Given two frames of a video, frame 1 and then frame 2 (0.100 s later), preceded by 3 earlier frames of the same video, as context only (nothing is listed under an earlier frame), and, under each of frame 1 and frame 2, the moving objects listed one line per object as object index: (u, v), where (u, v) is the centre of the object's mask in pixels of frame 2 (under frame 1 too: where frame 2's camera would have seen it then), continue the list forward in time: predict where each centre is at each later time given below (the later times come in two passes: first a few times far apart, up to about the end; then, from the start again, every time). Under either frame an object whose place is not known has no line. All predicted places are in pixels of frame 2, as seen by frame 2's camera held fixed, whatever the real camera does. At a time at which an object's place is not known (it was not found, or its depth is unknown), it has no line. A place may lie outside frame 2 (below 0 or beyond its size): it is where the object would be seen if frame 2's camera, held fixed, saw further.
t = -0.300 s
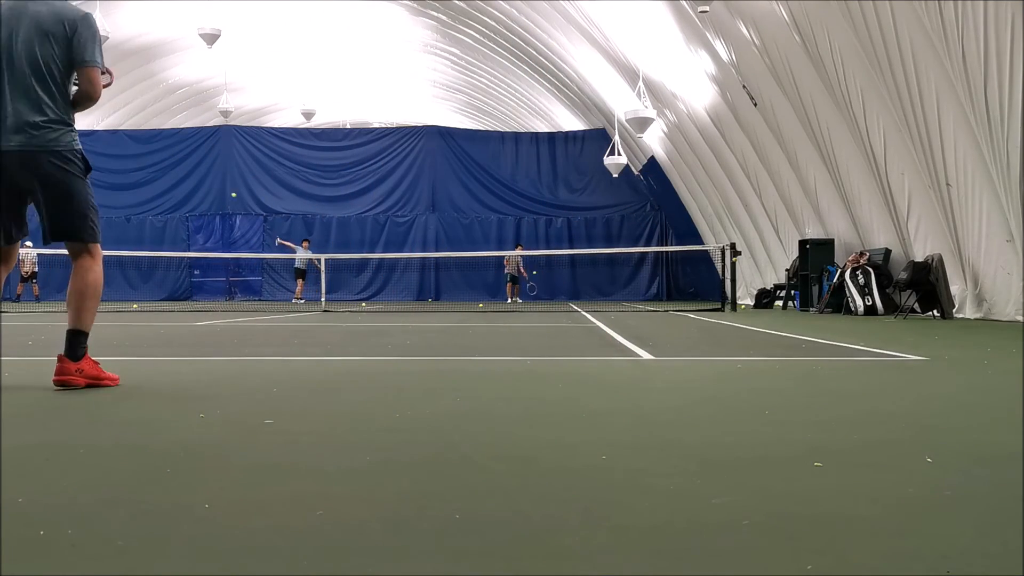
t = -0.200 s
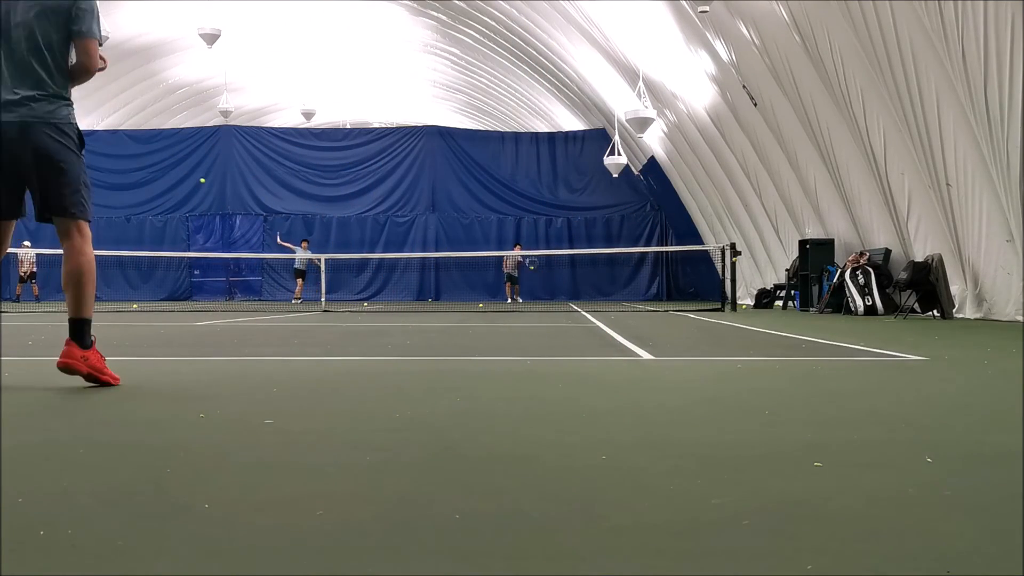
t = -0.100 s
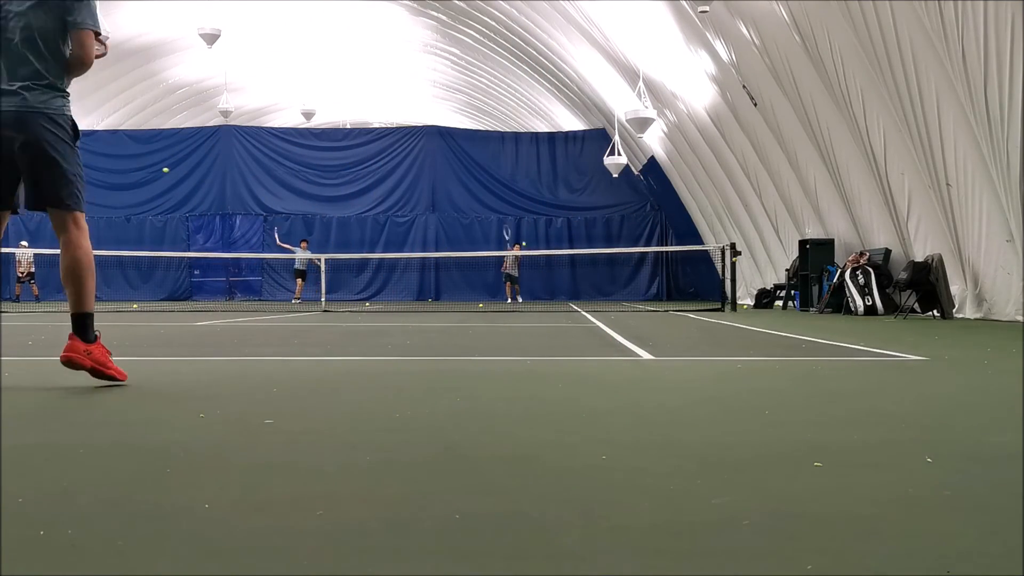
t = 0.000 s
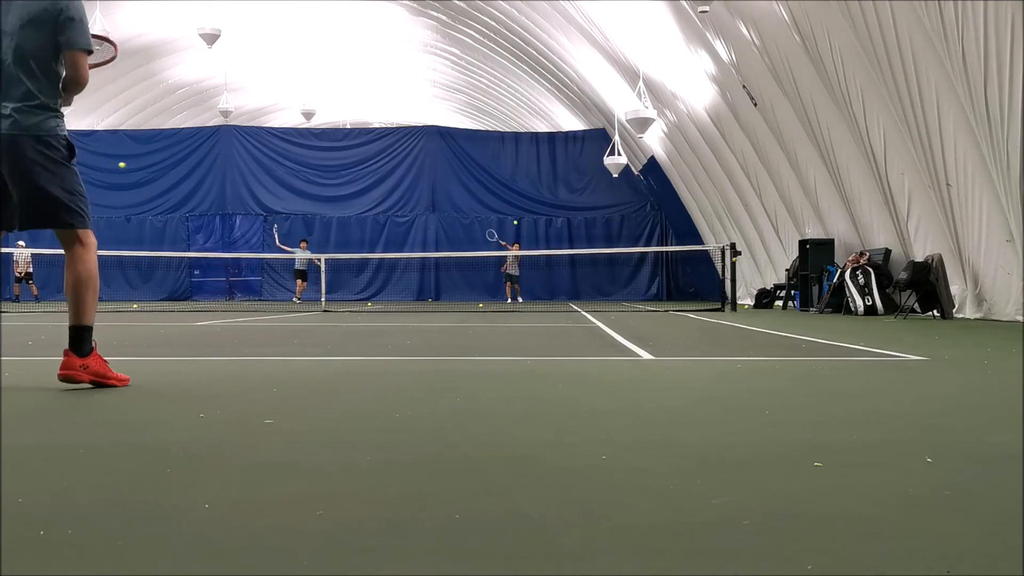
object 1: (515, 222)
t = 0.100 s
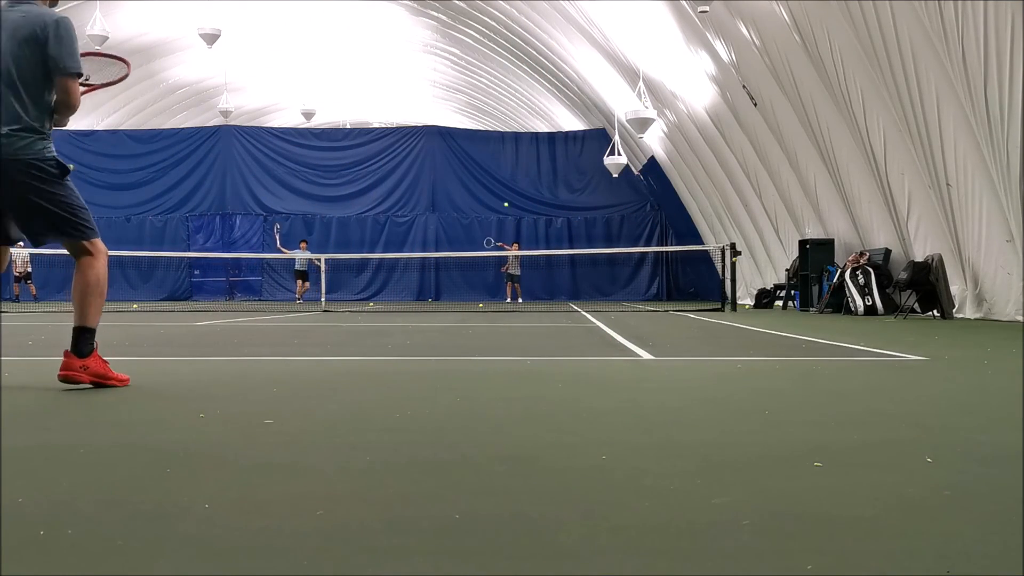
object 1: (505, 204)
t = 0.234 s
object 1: (491, 186)
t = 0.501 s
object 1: (455, 179)
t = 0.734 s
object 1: (410, 223)
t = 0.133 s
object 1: (502, 199)
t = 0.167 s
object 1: (499, 194)
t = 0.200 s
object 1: (495, 190)
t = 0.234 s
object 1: (491, 186)
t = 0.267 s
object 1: (487, 183)
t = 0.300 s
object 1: (483, 180)
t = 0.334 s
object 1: (479, 179)
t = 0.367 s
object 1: (475, 177)
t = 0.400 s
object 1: (470, 177)
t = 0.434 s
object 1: (466, 177)
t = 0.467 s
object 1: (460, 178)
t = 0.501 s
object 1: (455, 179)
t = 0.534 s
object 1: (450, 182)
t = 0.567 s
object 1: (444, 186)
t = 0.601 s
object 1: (438, 191)
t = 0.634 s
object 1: (431, 197)
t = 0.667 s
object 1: (424, 203)
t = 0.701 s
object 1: (417, 212)
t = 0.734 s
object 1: (410, 223)
